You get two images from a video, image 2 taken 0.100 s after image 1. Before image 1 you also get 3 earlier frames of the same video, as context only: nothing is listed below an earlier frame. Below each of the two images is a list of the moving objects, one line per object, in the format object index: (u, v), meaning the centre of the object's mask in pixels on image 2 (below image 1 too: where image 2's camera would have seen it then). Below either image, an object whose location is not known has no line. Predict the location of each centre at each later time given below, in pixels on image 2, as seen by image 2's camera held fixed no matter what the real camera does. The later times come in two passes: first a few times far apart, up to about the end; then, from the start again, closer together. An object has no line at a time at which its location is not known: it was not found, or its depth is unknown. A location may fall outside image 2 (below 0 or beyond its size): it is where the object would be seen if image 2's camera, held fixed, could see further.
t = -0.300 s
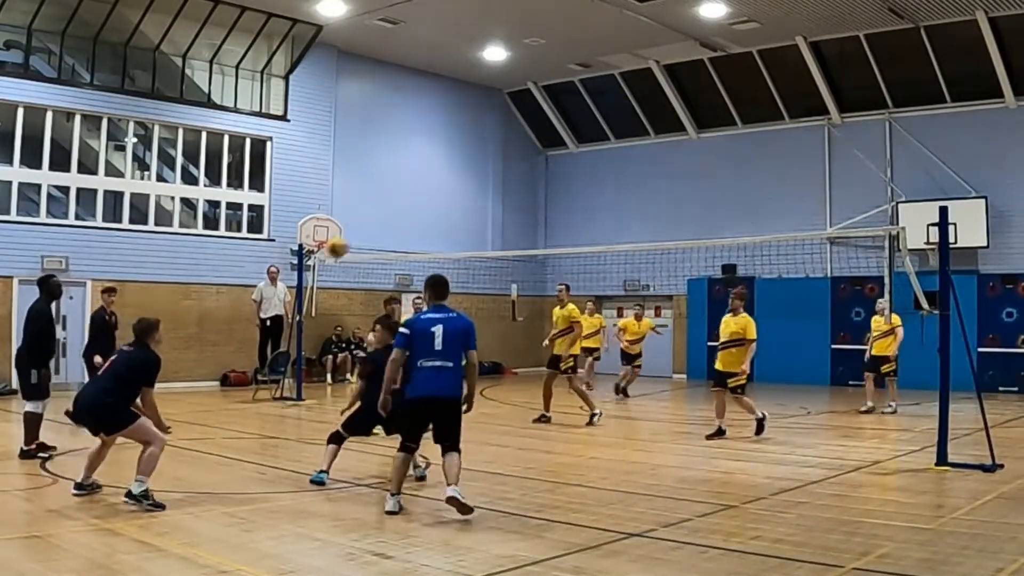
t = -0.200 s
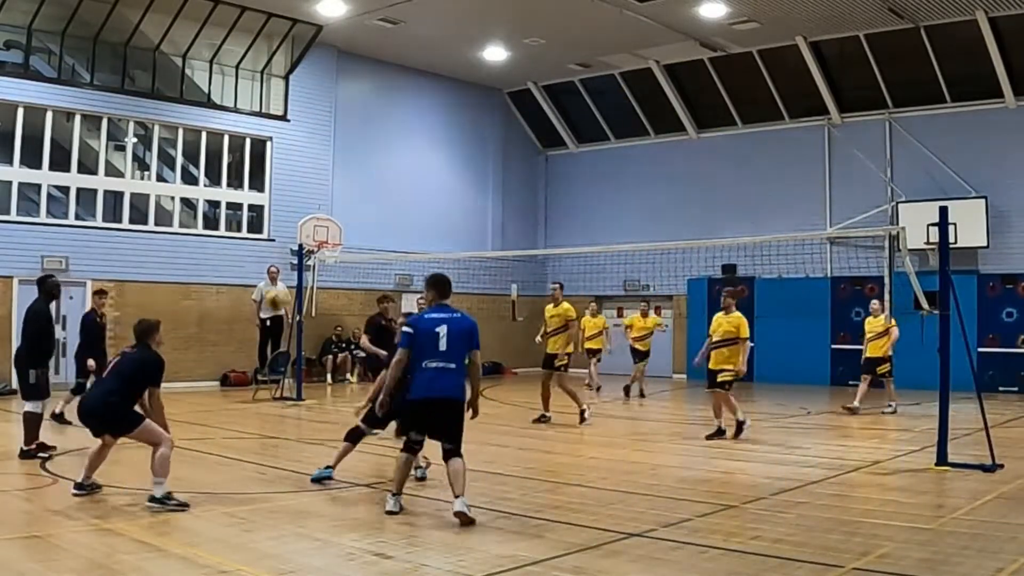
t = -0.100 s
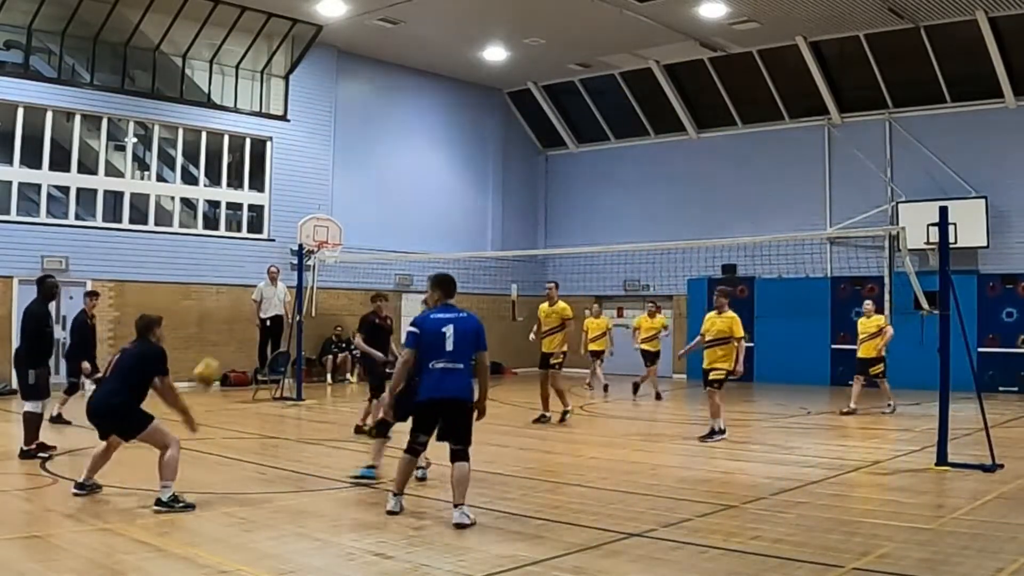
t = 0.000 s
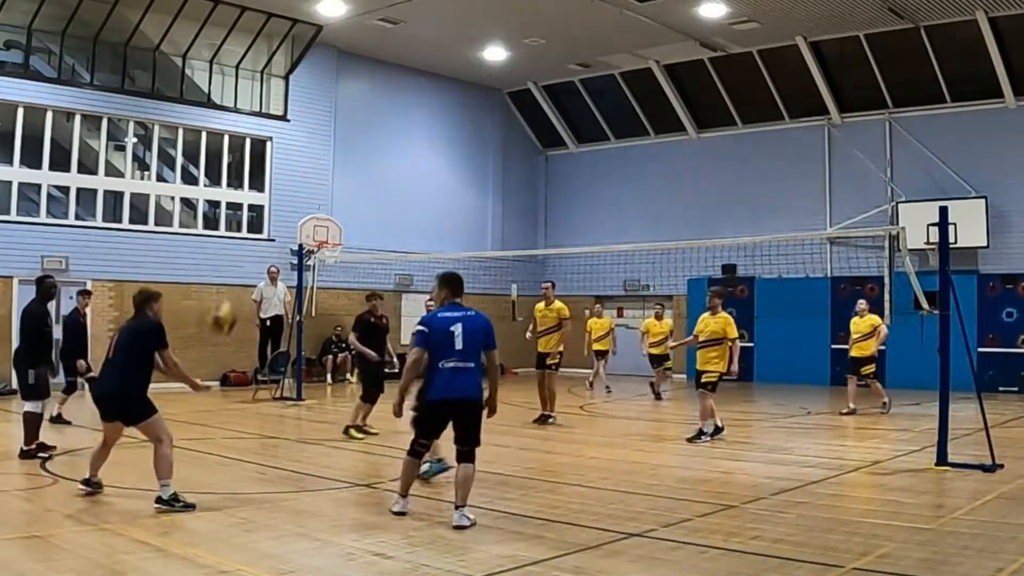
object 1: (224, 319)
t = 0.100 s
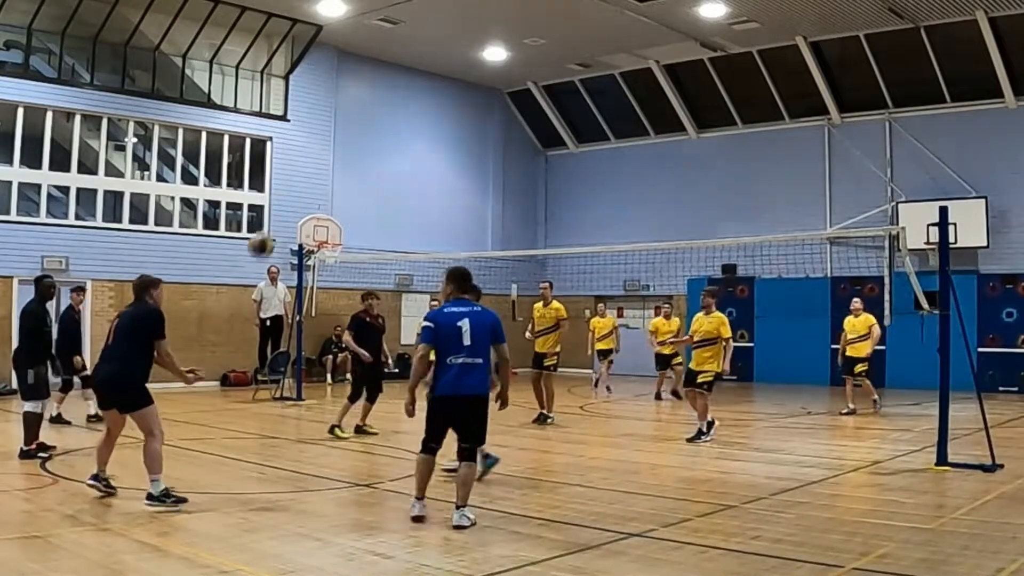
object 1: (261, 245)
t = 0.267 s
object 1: (318, 160)
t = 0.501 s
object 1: (385, 107)
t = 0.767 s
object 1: (445, 117)
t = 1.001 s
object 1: (489, 177)
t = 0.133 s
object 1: (274, 224)
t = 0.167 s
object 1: (285, 206)
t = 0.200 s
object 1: (296, 189)
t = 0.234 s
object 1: (307, 174)
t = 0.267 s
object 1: (318, 160)
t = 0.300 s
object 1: (329, 148)
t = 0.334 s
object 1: (338, 138)
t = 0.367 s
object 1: (348, 129)
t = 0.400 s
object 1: (357, 122)
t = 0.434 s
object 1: (367, 115)
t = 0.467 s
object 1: (375, 110)
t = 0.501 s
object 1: (385, 107)
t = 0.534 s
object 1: (393, 105)
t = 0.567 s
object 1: (401, 103)
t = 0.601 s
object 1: (408, 103)
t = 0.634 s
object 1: (416, 104)
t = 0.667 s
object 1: (424, 105)
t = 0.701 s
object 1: (431, 108)
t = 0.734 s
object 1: (438, 113)
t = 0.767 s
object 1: (445, 117)
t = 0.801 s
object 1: (451, 123)
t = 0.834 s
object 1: (458, 130)
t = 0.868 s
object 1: (465, 137)
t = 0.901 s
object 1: (471, 146)
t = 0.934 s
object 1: (478, 155)
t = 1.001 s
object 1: (489, 177)
